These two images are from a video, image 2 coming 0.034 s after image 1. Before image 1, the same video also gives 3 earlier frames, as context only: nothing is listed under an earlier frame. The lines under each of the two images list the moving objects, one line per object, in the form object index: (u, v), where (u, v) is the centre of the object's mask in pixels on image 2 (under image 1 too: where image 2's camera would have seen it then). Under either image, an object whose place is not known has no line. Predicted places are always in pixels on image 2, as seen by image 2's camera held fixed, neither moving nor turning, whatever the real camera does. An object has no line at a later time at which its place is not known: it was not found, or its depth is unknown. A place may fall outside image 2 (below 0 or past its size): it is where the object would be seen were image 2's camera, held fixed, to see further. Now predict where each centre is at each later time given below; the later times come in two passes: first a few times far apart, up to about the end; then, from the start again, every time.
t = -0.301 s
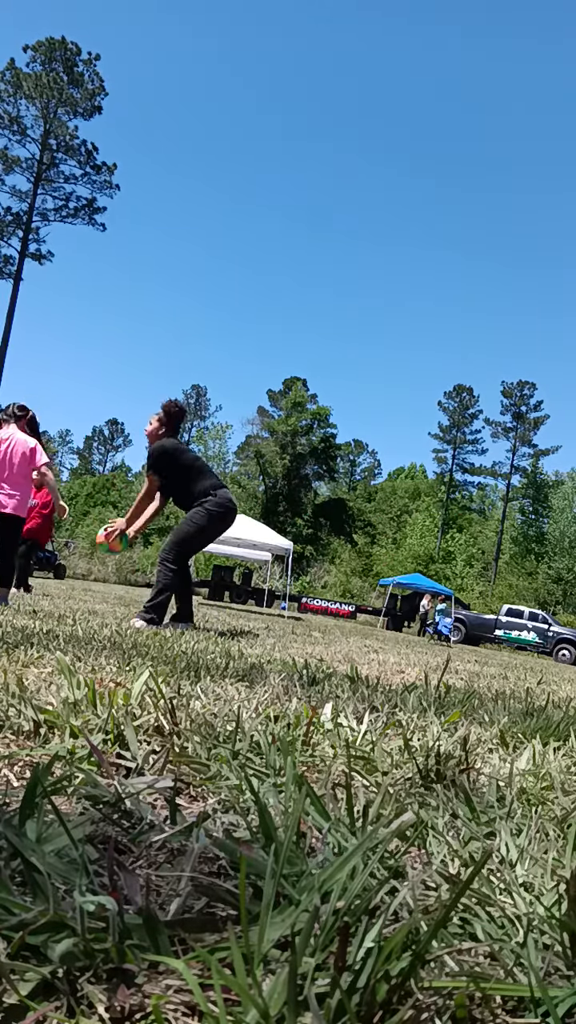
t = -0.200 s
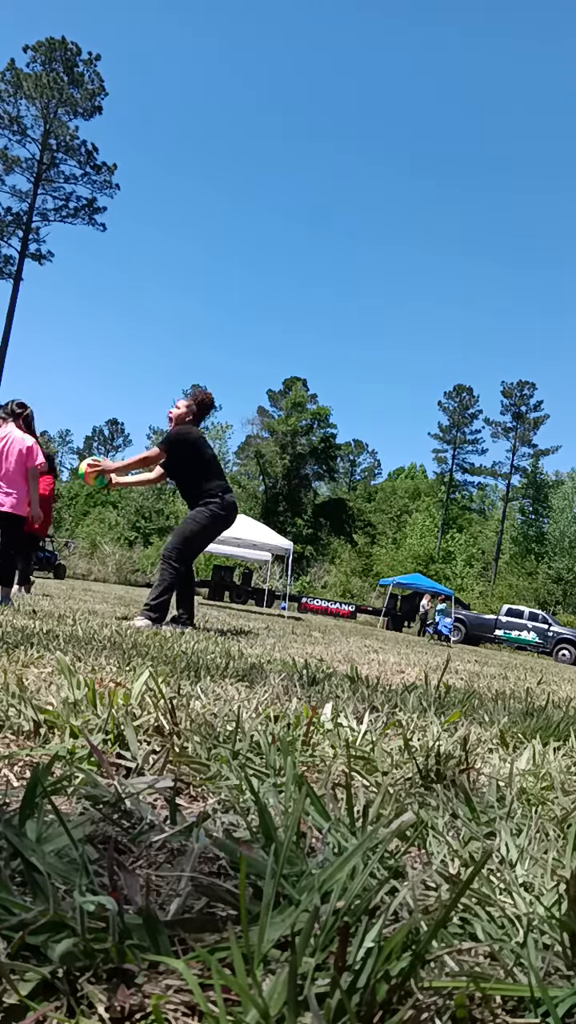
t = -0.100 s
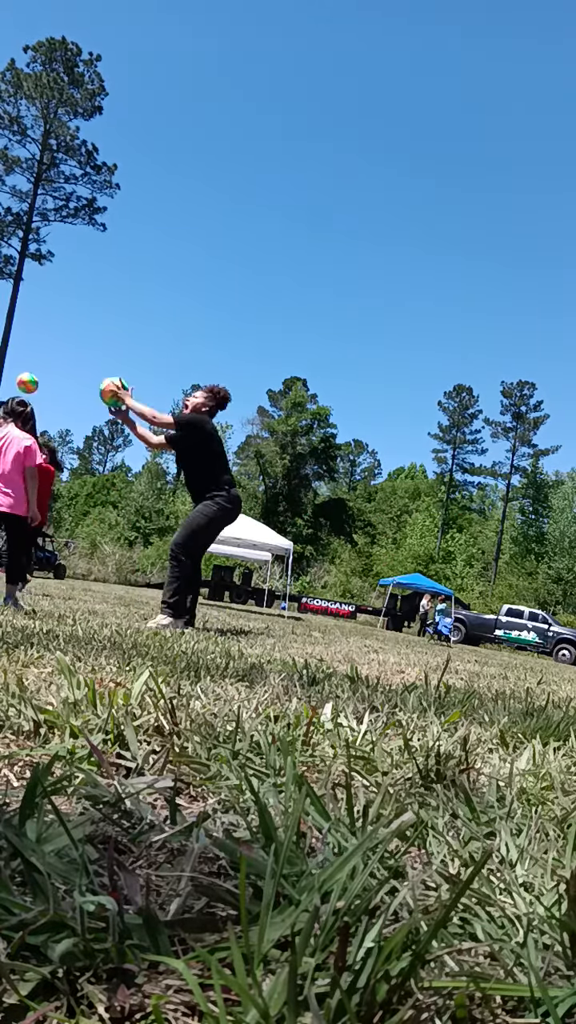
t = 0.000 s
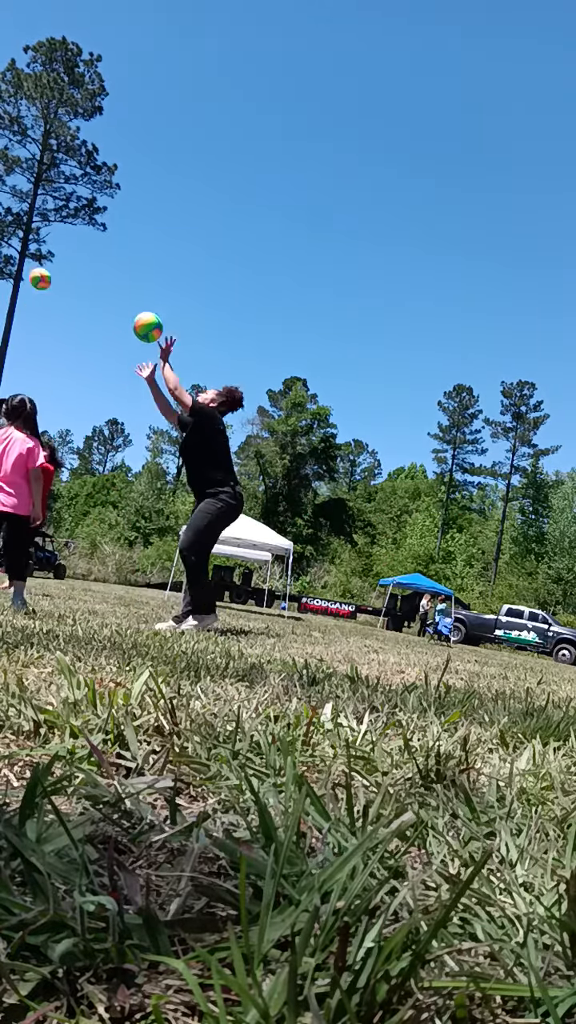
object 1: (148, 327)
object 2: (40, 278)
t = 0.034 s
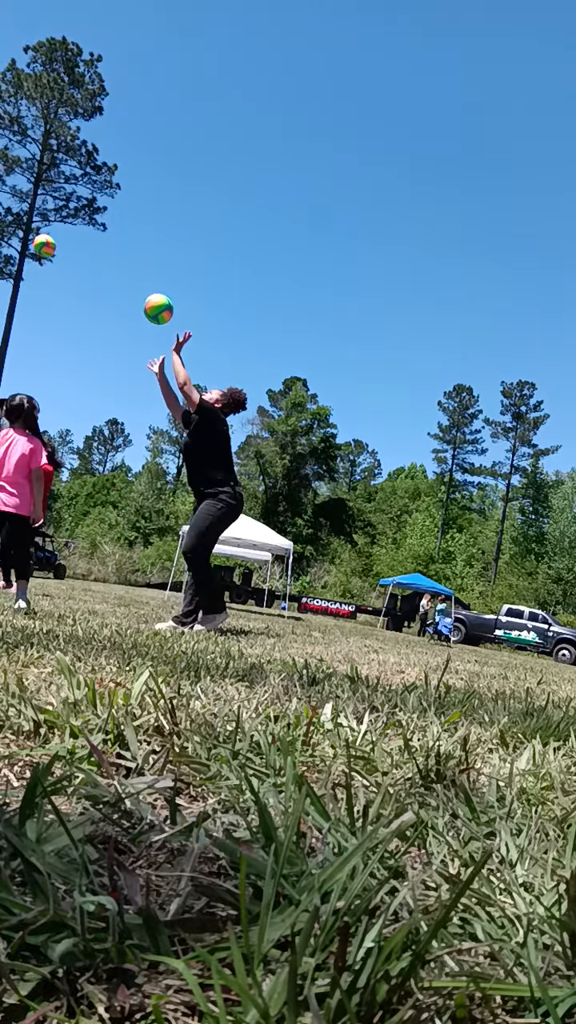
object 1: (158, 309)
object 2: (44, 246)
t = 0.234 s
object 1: (215, 234)
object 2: (65, 62)
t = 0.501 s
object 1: (274, 219)
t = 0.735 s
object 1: (311, 281)
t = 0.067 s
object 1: (168, 292)
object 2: (48, 213)
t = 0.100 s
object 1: (179, 278)
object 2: (52, 182)
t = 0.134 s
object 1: (188, 264)
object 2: (55, 151)
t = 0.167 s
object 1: (197, 252)
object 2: (59, 118)
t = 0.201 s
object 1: (206, 242)
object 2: (63, 90)
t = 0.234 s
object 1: (215, 234)
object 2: (65, 62)
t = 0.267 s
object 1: (223, 227)
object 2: (69, 34)
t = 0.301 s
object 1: (231, 221)
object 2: (72, 9)
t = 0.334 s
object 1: (239, 217)
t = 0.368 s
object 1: (246, 215)
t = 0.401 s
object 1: (254, 214)
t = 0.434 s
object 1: (261, 214)
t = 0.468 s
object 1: (267, 215)
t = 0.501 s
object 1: (274, 219)
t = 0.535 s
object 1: (280, 223)
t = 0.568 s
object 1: (286, 229)
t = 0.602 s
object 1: (291, 236)
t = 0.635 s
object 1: (297, 245)
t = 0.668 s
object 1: (302, 256)
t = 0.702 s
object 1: (307, 268)
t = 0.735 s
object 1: (311, 281)
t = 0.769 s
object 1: (316, 296)
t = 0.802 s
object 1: (320, 312)
